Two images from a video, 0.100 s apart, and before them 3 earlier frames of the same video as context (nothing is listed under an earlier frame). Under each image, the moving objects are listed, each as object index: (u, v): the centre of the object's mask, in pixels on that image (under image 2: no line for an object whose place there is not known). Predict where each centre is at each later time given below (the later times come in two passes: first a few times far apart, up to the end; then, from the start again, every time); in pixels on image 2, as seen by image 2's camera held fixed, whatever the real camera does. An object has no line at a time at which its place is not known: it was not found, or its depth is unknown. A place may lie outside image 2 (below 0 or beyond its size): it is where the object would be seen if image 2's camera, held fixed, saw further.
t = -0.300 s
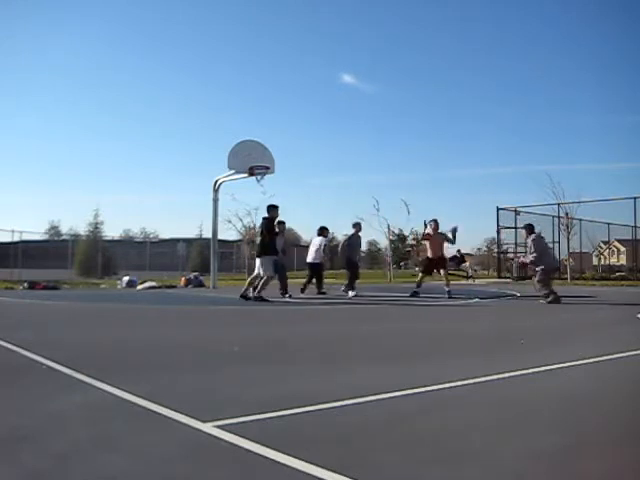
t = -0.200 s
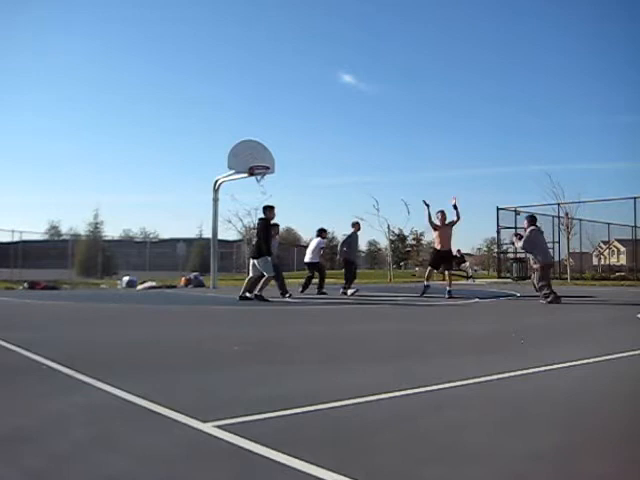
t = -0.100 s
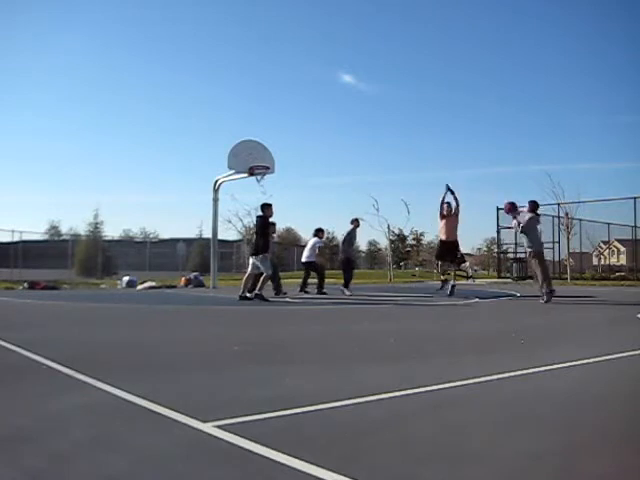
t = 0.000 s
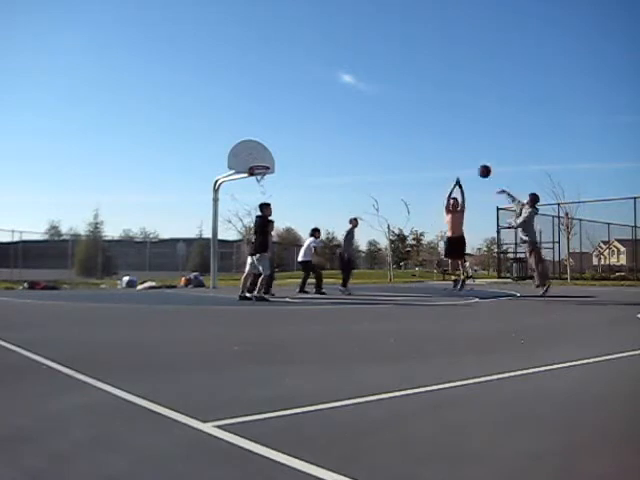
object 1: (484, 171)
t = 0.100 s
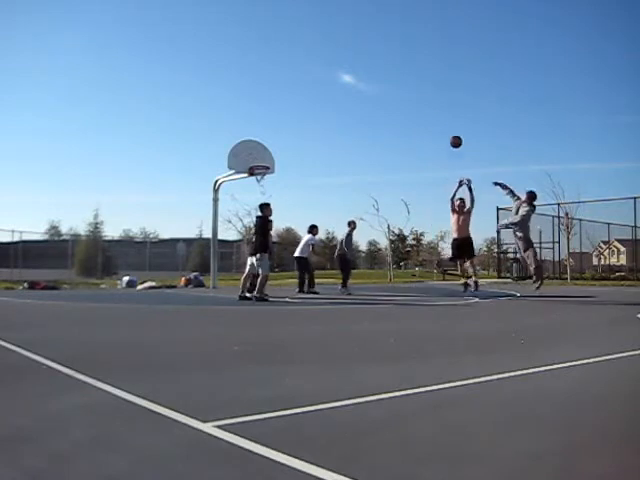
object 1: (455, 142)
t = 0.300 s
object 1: (405, 103)
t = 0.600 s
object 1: (341, 86)
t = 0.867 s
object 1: (294, 102)
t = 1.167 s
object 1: (248, 150)
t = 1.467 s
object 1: (269, 144)
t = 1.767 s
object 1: (292, 149)
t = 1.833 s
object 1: (297, 156)
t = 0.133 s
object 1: (447, 133)
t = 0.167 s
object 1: (438, 126)
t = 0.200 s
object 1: (429, 119)
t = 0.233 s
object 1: (421, 113)
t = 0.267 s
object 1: (412, 108)
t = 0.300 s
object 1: (405, 103)
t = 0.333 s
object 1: (397, 99)
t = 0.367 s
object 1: (389, 95)
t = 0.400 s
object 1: (382, 92)
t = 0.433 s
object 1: (375, 90)
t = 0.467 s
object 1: (368, 88)
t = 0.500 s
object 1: (361, 86)
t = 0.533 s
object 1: (354, 86)
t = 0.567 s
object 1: (348, 85)
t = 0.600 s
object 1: (341, 86)
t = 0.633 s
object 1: (335, 86)
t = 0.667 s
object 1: (329, 87)
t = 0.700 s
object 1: (322, 89)
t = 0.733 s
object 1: (317, 91)
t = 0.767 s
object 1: (311, 93)
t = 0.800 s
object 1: (305, 96)
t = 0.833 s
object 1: (300, 99)
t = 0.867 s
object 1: (294, 102)
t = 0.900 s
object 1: (289, 106)
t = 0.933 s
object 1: (284, 111)
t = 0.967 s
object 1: (278, 115)
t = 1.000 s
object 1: (273, 120)
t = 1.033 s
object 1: (268, 125)
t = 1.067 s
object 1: (263, 131)
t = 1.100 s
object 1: (258, 137)
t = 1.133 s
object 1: (253, 144)
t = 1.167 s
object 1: (248, 150)
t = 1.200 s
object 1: (251, 153)
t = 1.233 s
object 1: (253, 157)
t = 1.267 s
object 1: (255, 161)
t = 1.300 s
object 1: (258, 157)
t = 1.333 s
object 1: (260, 154)
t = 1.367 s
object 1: (262, 151)
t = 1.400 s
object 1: (265, 148)
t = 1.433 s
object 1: (267, 146)
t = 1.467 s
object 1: (269, 144)
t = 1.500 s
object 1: (272, 143)
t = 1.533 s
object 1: (274, 142)
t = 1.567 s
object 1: (277, 141)
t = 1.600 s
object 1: (279, 141)
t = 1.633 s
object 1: (281, 142)
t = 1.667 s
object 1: (284, 143)
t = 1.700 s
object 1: (287, 145)
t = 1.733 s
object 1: (289, 147)
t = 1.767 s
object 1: (292, 149)
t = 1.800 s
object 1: (295, 153)
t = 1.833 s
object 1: (297, 156)
